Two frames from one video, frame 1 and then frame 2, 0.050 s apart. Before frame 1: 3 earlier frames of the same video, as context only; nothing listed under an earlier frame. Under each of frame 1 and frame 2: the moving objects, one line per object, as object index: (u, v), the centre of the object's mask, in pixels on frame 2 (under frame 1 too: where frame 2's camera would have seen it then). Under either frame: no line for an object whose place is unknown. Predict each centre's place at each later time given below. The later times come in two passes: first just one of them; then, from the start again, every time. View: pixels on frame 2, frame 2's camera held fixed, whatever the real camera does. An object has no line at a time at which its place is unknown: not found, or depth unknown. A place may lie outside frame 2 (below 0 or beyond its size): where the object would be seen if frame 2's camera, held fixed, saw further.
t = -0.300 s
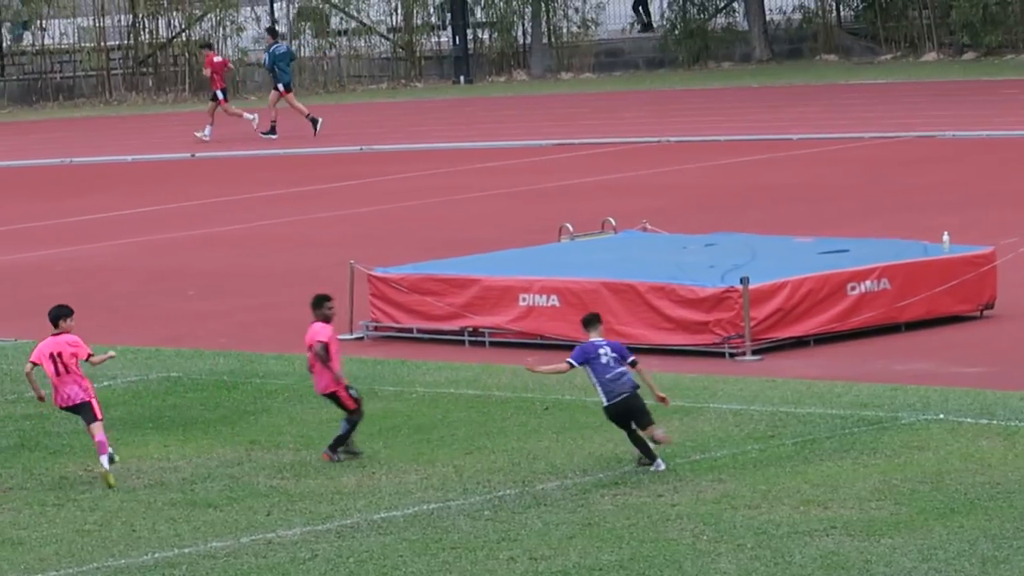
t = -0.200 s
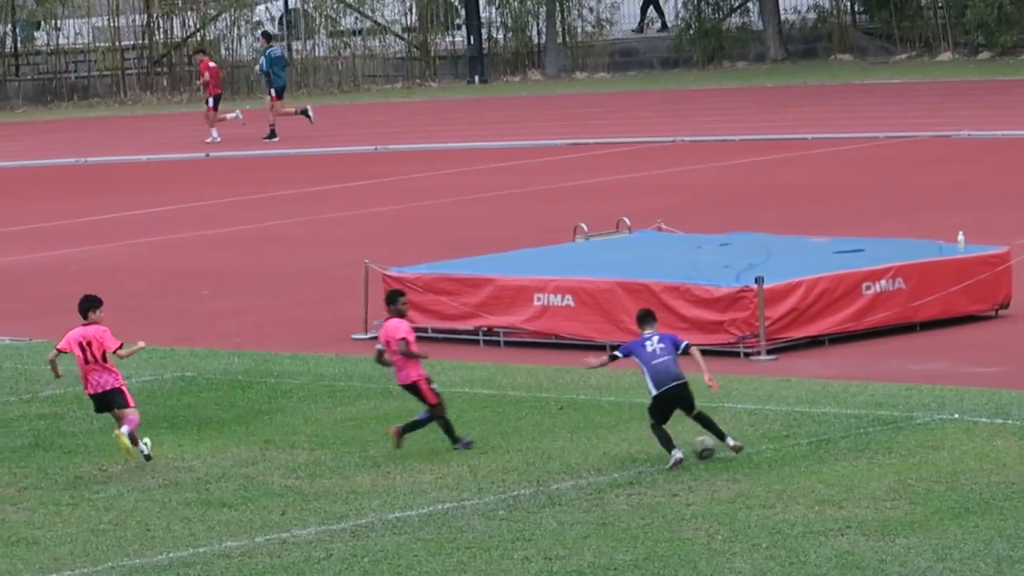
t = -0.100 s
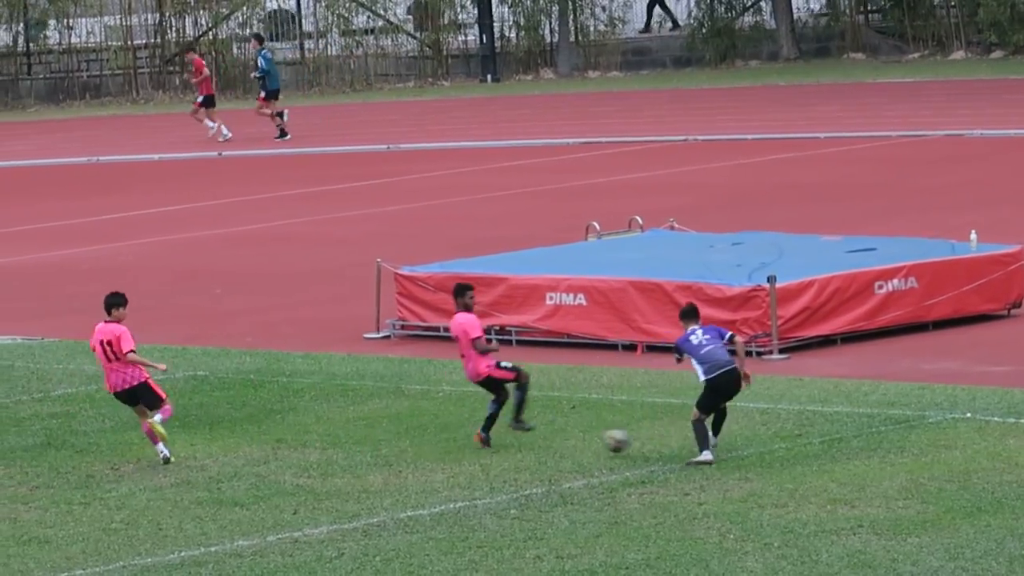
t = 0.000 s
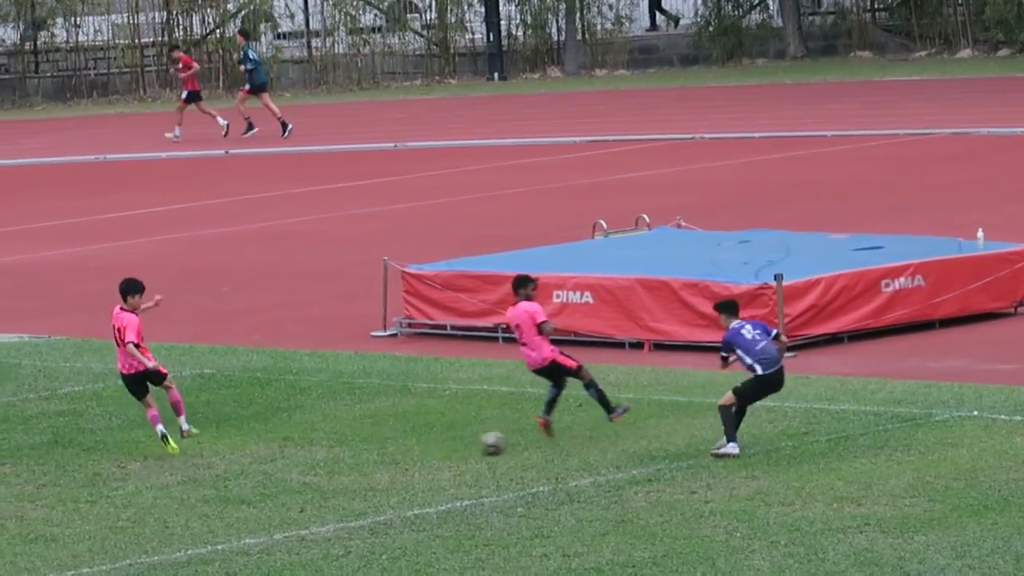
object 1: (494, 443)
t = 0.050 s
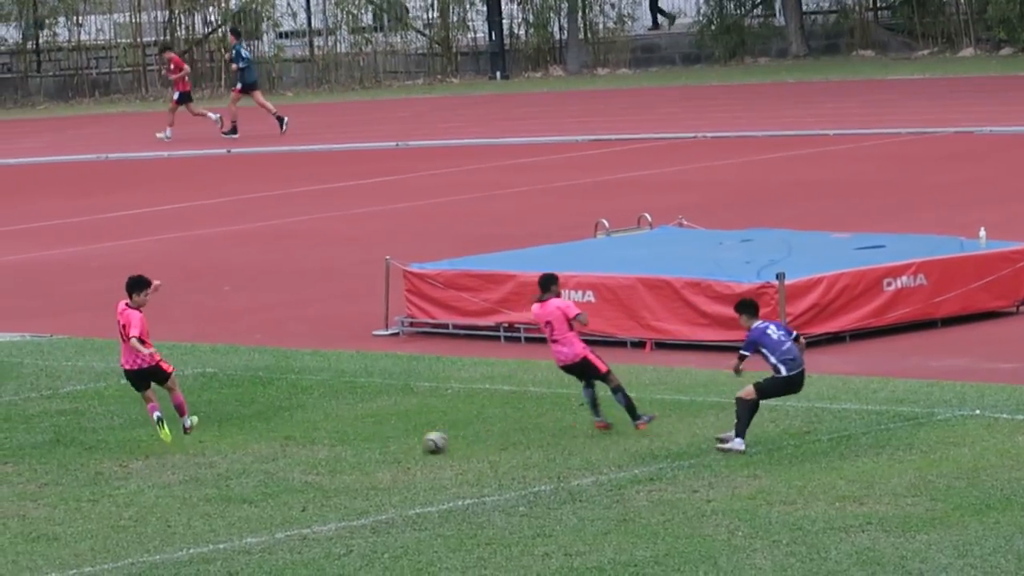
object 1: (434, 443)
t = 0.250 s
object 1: (233, 439)
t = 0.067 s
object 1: (417, 442)
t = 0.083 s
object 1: (399, 441)
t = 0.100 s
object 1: (382, 440)
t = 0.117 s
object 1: (364, 439)
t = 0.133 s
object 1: (347, 439)
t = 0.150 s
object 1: (329, 439)
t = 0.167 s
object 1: (312, 440)
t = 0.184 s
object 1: (295, 441)
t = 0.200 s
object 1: (278, 441)
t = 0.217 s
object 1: (260, 442)
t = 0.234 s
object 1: (245, 442)
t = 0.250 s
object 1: (233, 439)
